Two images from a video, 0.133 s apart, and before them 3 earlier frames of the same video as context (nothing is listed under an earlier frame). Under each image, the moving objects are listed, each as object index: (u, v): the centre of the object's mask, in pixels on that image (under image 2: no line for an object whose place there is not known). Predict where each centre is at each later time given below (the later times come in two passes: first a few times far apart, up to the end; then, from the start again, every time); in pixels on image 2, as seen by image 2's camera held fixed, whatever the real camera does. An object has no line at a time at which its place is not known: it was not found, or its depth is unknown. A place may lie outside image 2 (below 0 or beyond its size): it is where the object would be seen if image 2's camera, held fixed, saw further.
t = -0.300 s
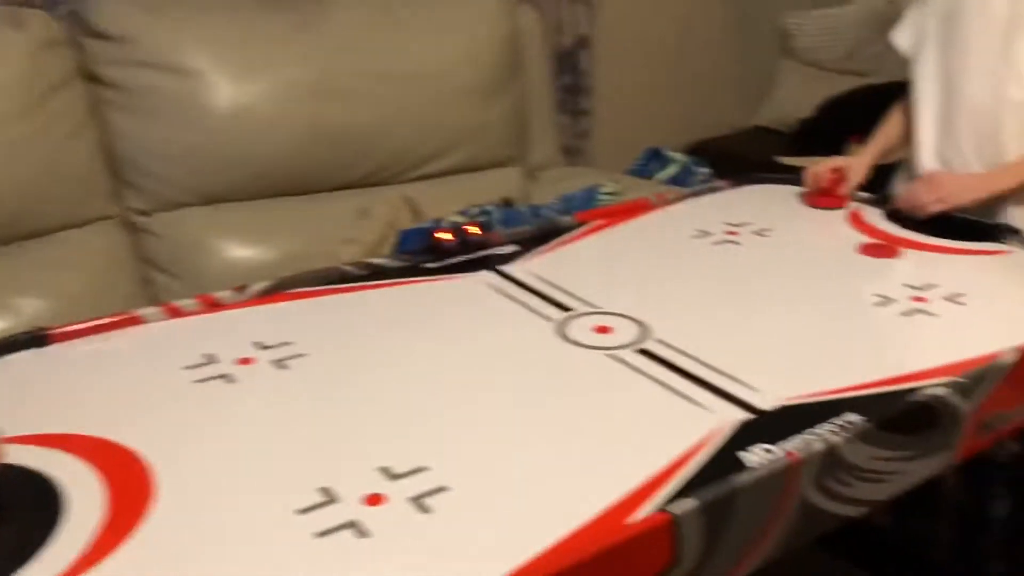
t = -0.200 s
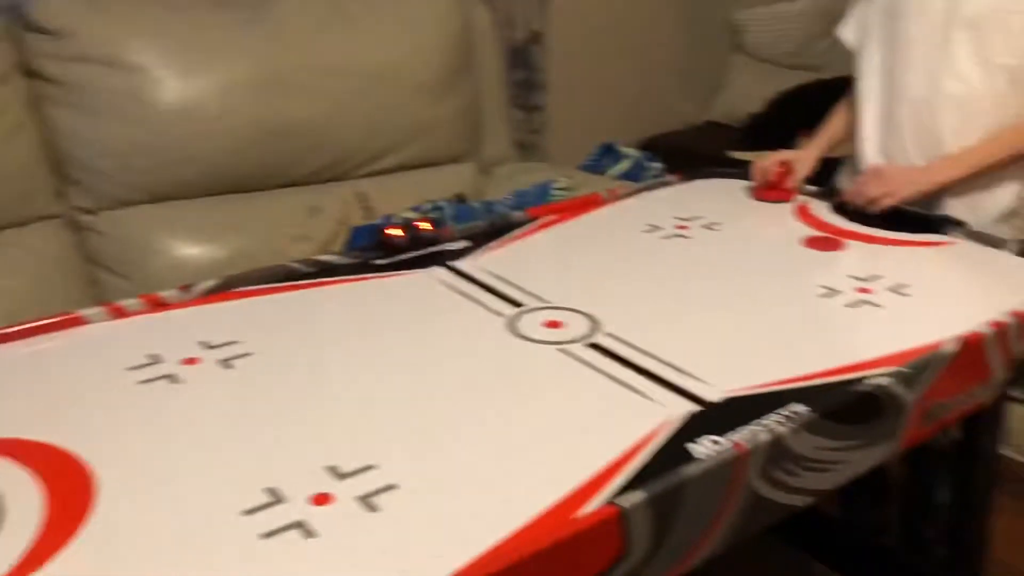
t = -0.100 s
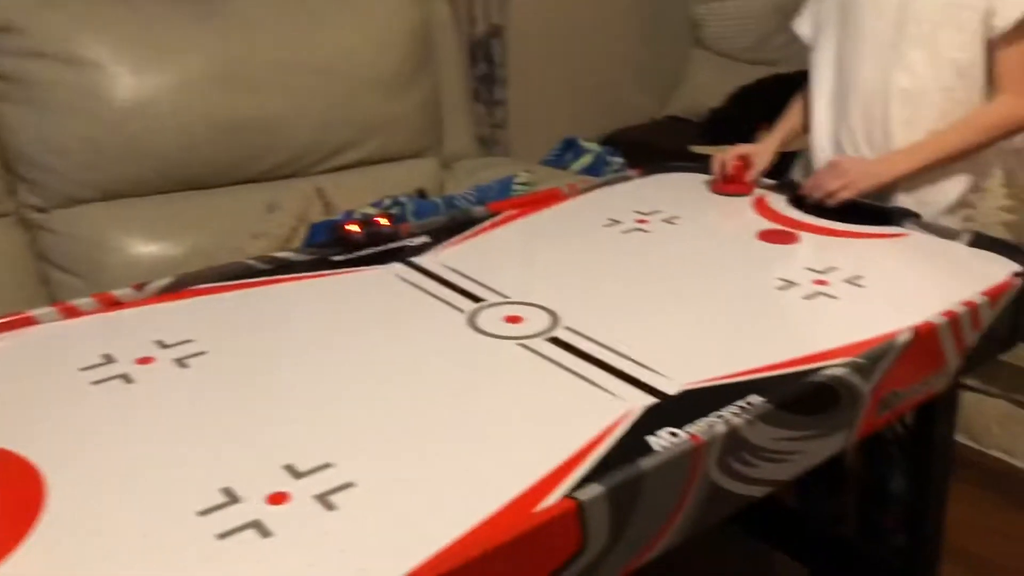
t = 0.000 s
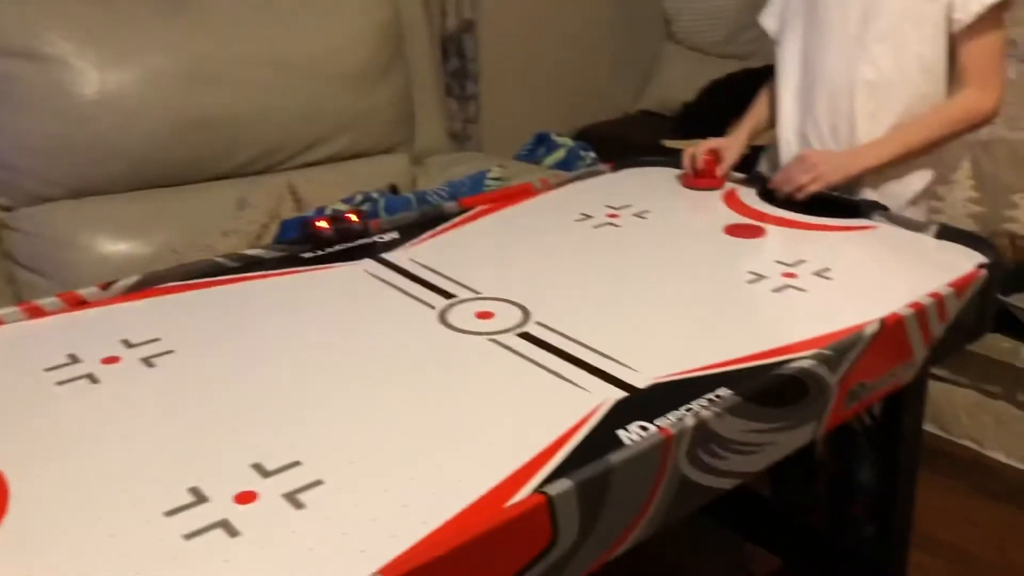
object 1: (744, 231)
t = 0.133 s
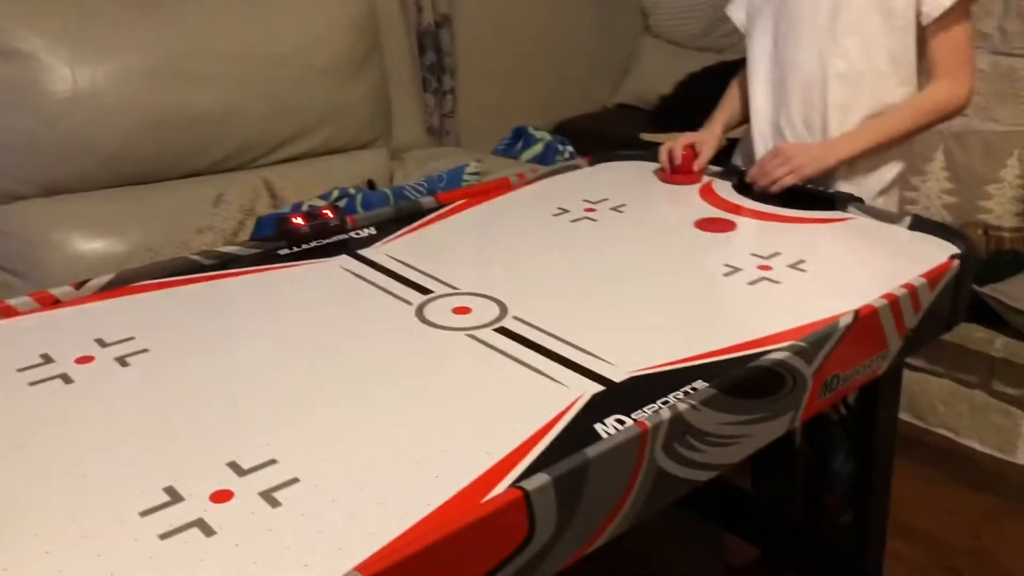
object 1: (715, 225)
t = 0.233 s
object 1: (711, 226)
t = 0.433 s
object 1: (699, 228)
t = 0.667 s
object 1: (682, 232)
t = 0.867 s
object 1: (665, 236)
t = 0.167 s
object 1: (714, 225)
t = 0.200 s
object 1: (712, 226)
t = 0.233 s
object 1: (711, 226)
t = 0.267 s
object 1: (709, 226)
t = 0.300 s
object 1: (707, 227)
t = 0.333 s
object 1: (705, 227)
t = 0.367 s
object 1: (703, 227)
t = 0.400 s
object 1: (701, 228)
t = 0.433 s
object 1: (699, 228)
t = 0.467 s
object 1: (697, 229)
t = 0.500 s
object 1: (695, 229)
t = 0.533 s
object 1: (692, 230)
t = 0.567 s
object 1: (690, 230)
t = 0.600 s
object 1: (688, 231)
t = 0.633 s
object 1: (685, 231)
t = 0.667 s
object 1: (682, 232)
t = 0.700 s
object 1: (679, 232)
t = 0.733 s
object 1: (677, 233)
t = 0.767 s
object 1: (674, 234)
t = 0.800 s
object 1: (671, 234)
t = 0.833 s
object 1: (668, 235)
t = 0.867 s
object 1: (665, 236)
